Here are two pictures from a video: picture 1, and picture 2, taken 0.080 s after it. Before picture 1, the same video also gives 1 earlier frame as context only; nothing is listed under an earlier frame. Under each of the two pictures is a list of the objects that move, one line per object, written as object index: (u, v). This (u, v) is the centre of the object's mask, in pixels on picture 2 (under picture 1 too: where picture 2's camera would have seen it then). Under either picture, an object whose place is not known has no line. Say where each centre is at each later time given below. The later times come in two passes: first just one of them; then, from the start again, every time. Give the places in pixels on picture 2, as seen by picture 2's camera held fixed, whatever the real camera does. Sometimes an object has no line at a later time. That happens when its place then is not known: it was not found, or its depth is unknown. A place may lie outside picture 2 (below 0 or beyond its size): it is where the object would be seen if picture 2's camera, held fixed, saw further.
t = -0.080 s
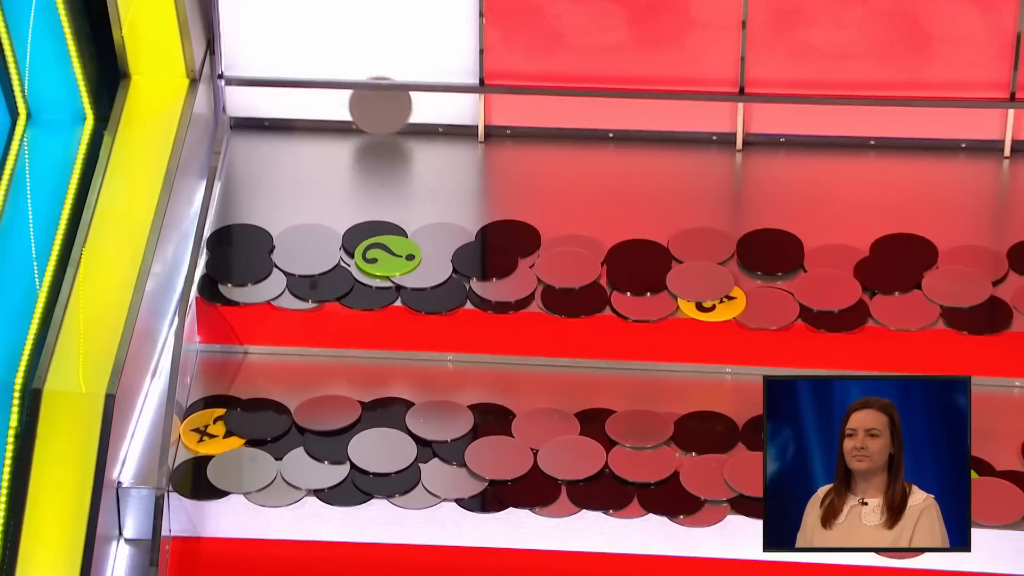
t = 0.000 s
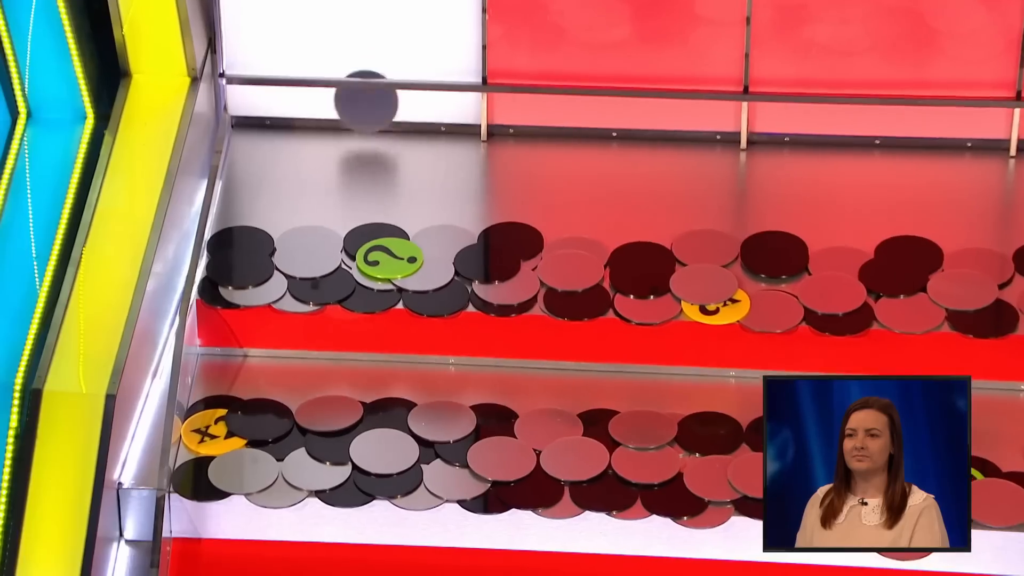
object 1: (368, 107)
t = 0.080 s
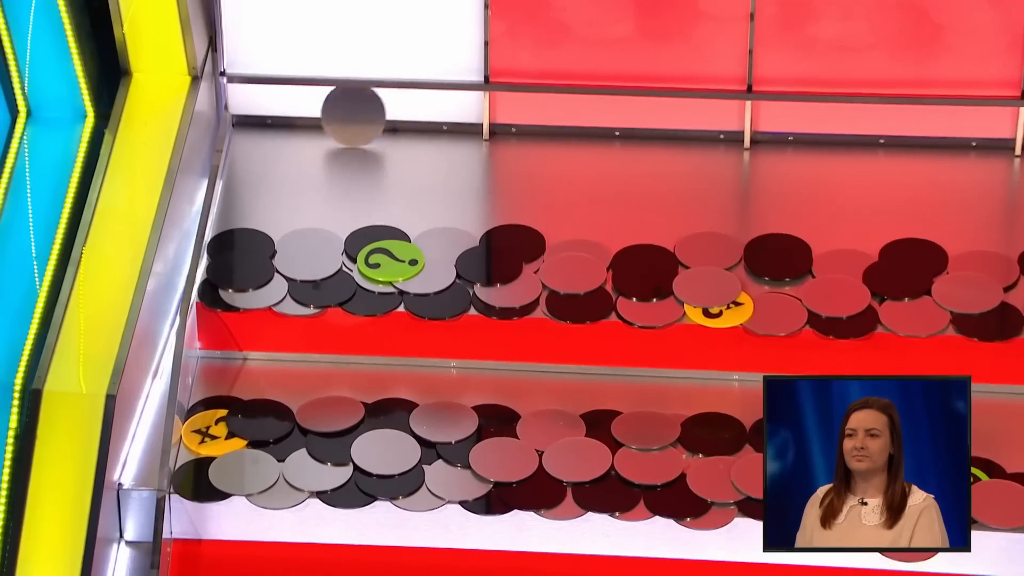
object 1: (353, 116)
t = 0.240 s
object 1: (328, 146)
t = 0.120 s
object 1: (346, 120)
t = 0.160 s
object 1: (340, 127)
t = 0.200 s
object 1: (333, 137)
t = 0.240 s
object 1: (328, 146)
